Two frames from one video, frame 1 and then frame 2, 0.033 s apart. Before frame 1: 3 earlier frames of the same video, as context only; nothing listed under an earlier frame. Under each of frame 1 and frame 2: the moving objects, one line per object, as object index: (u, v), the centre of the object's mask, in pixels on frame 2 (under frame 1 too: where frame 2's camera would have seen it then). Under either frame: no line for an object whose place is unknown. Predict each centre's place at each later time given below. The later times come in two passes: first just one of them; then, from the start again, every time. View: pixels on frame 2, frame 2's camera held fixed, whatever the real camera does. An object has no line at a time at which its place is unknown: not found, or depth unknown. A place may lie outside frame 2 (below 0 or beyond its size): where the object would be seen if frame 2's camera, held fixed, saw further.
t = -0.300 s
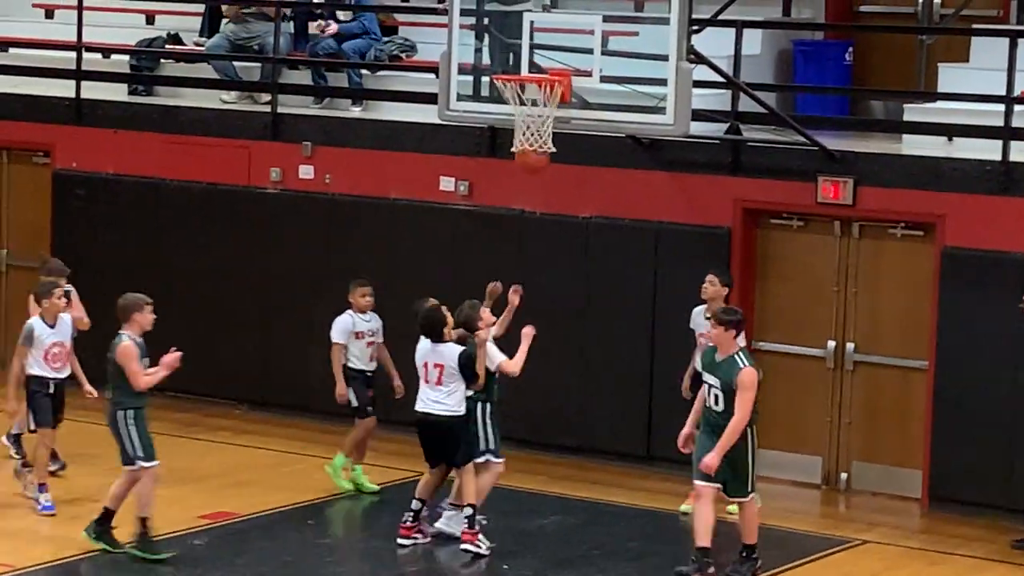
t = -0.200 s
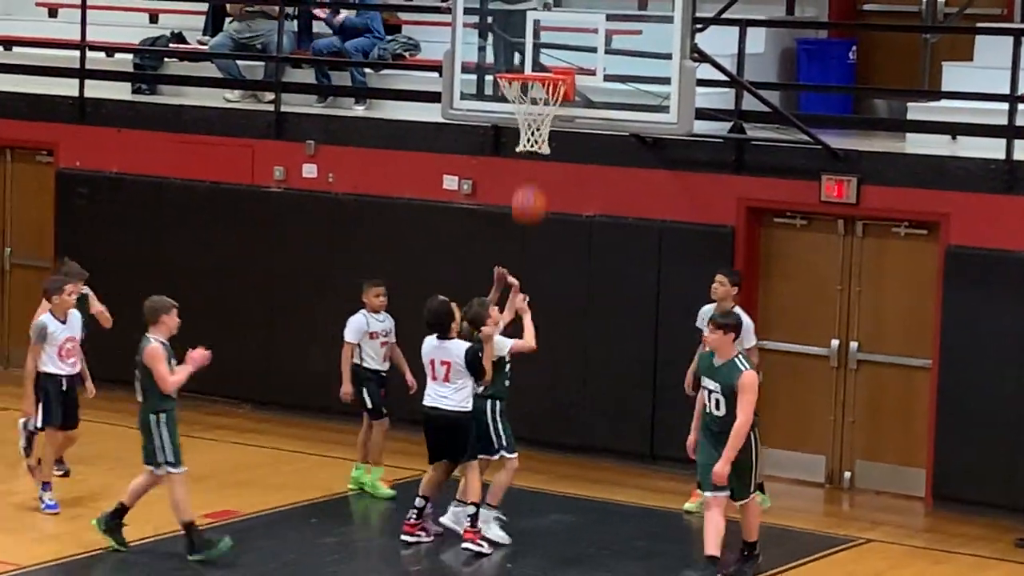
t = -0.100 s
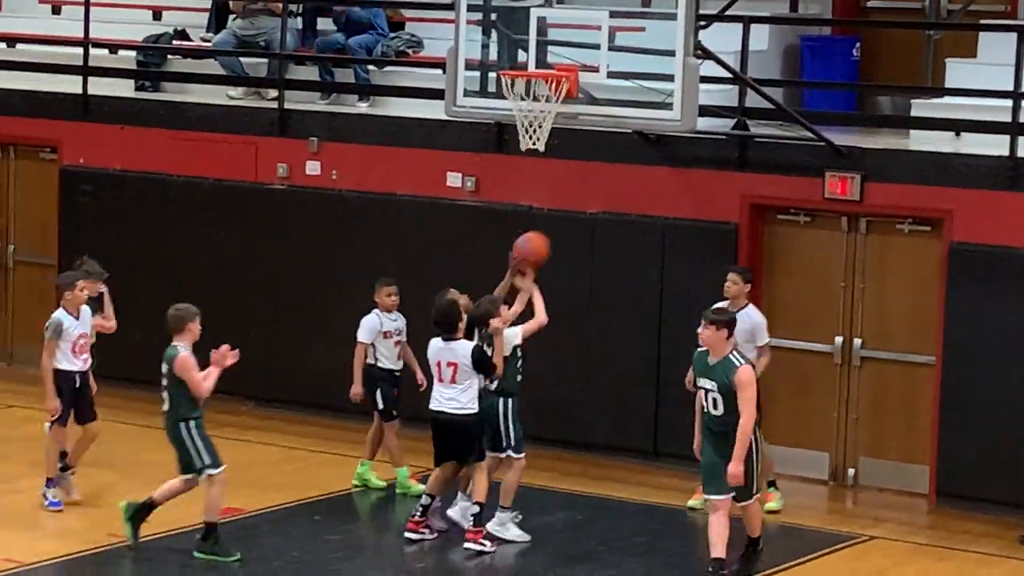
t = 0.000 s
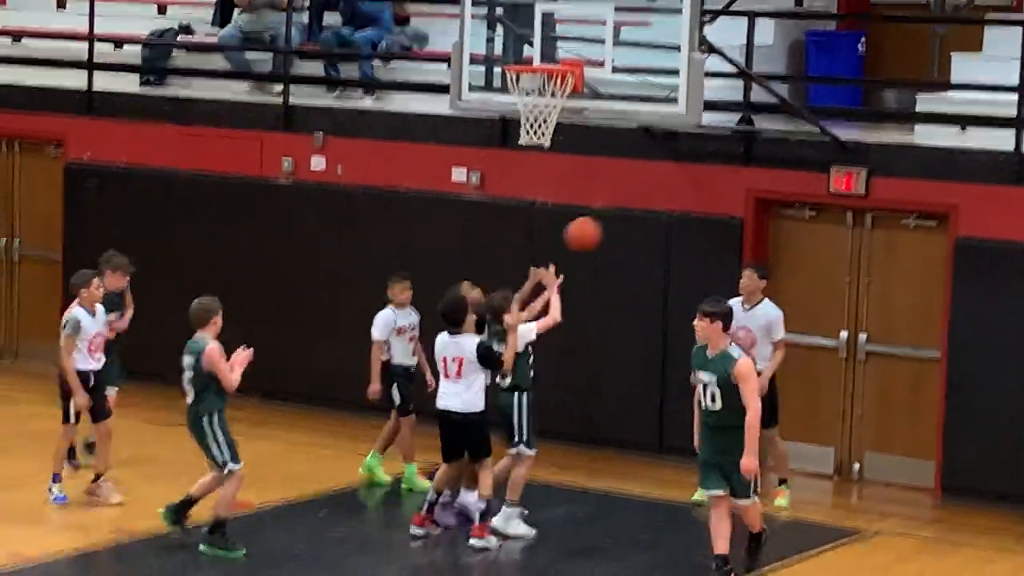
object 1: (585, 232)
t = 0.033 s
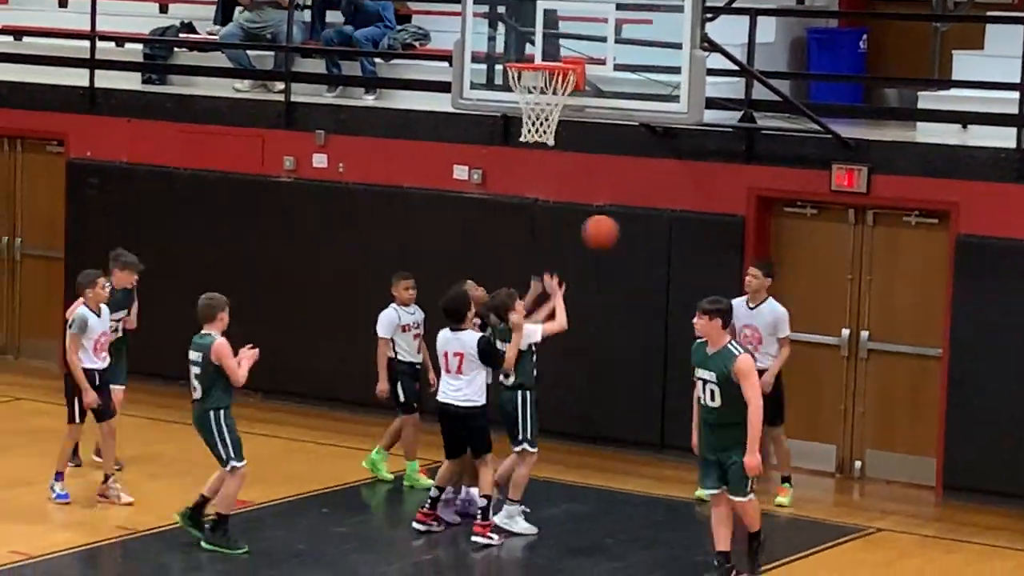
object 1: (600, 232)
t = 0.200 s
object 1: (678, 255)
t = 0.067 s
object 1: (616, 233)
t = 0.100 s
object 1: (631, 236)
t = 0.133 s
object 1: (648, 240)
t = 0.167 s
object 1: (663, 247)
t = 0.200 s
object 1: (678, 255)
